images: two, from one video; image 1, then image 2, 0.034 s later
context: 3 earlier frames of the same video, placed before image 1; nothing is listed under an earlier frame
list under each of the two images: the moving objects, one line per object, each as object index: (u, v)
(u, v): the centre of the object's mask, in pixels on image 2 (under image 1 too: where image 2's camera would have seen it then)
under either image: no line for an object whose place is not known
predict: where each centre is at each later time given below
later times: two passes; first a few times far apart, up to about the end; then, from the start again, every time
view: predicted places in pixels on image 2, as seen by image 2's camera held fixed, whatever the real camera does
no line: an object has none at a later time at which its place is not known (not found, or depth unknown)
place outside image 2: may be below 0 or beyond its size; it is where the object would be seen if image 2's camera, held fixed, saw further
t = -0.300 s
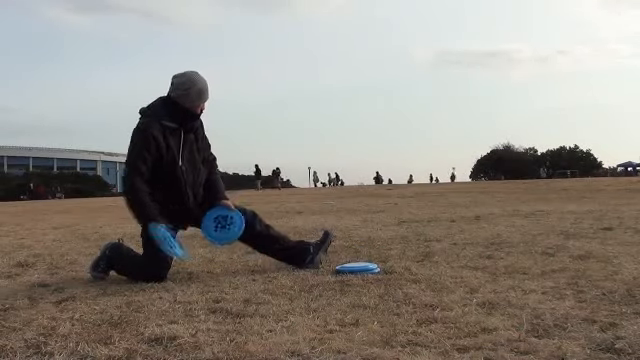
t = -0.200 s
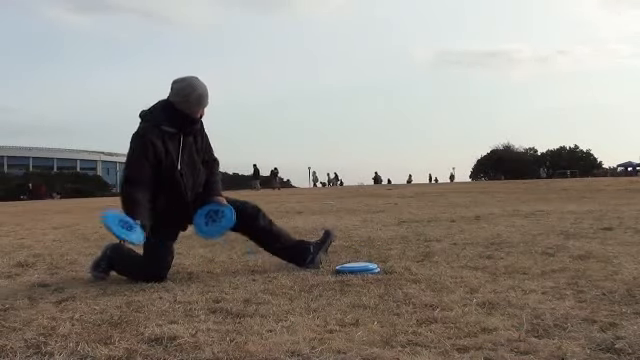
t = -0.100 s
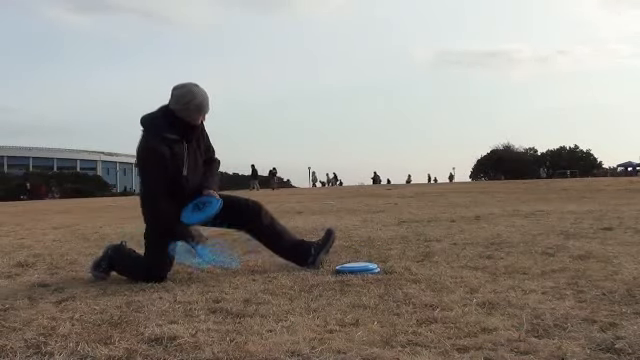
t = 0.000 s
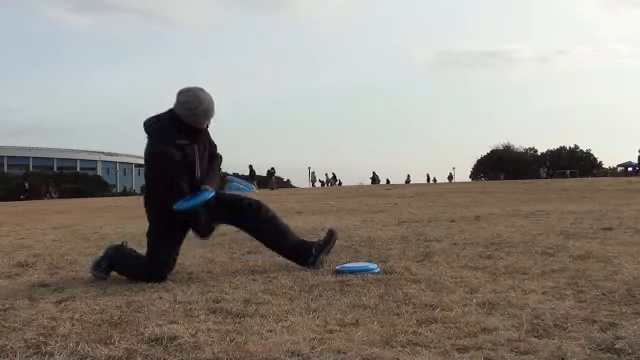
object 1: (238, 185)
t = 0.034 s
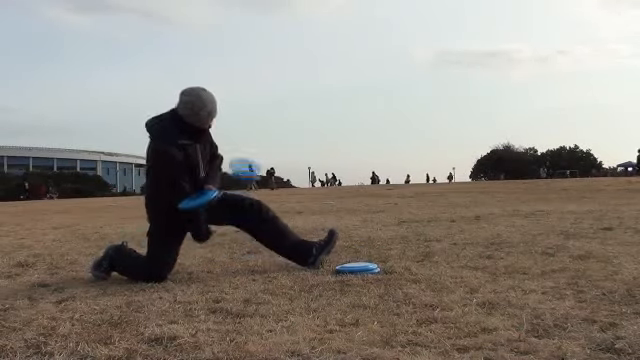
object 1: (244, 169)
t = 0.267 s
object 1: (259, 89)
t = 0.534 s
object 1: (267, 47)
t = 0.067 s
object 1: (246, 156)
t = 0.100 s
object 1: (249, 138)
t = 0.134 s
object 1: (252, 128)
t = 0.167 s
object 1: (253, 115)
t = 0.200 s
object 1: (255, 106)
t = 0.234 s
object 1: (257, 97)
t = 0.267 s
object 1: (259, 89)
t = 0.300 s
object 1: (260, 82)
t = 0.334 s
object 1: (261, 76)
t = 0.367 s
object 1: (262, 69)
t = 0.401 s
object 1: (263, 64)
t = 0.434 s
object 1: (264, 59)
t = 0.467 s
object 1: (265, 55)
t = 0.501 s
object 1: (266, 51)
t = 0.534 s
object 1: (267, 47)
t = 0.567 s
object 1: (267, 45)
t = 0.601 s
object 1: (267, 42)
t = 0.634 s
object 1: (268, 40)
